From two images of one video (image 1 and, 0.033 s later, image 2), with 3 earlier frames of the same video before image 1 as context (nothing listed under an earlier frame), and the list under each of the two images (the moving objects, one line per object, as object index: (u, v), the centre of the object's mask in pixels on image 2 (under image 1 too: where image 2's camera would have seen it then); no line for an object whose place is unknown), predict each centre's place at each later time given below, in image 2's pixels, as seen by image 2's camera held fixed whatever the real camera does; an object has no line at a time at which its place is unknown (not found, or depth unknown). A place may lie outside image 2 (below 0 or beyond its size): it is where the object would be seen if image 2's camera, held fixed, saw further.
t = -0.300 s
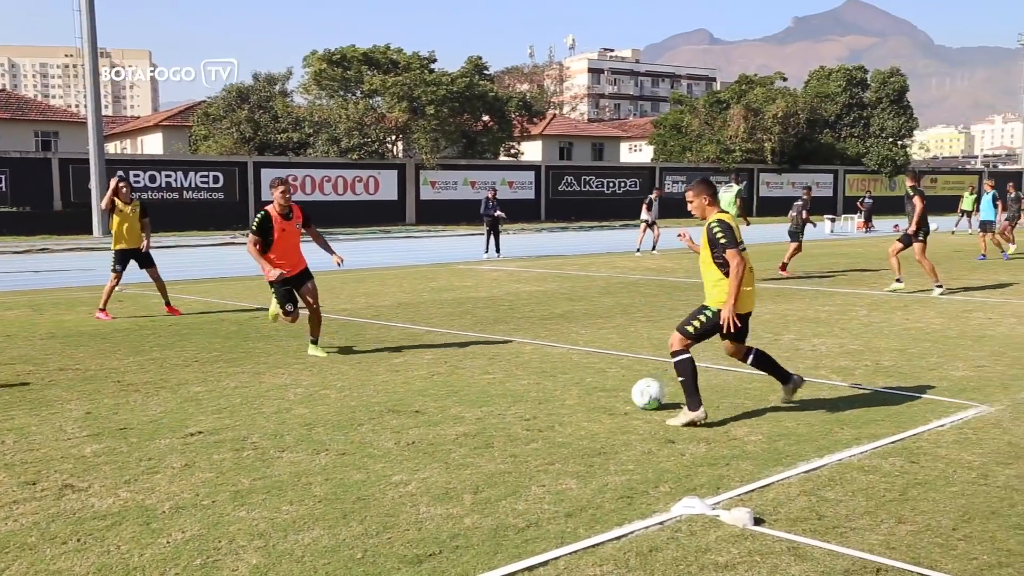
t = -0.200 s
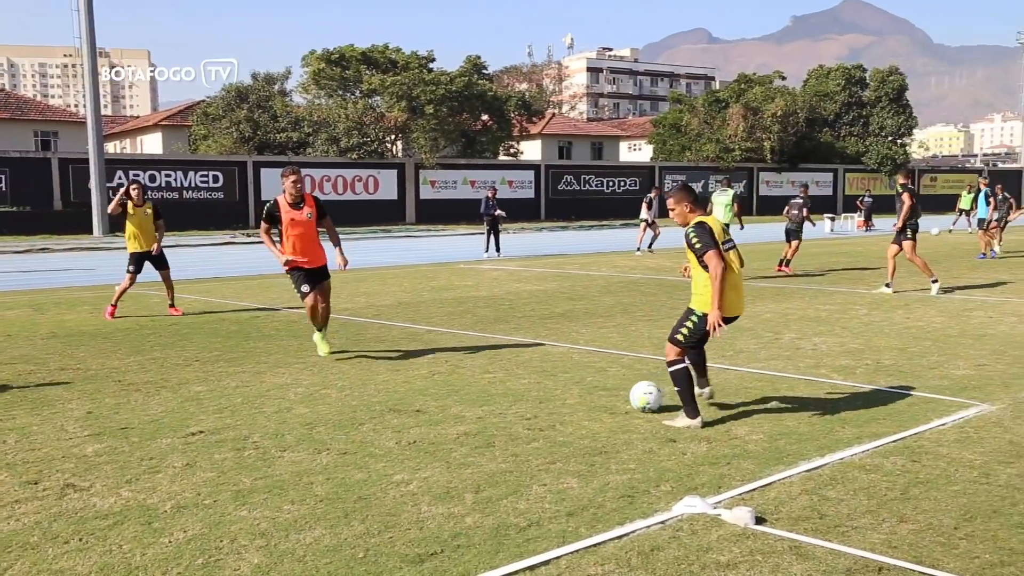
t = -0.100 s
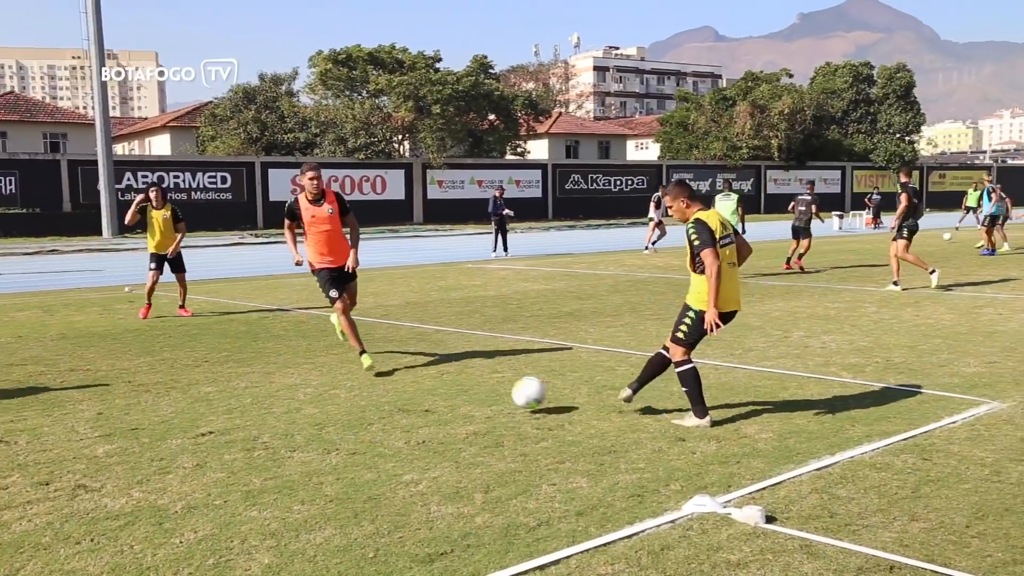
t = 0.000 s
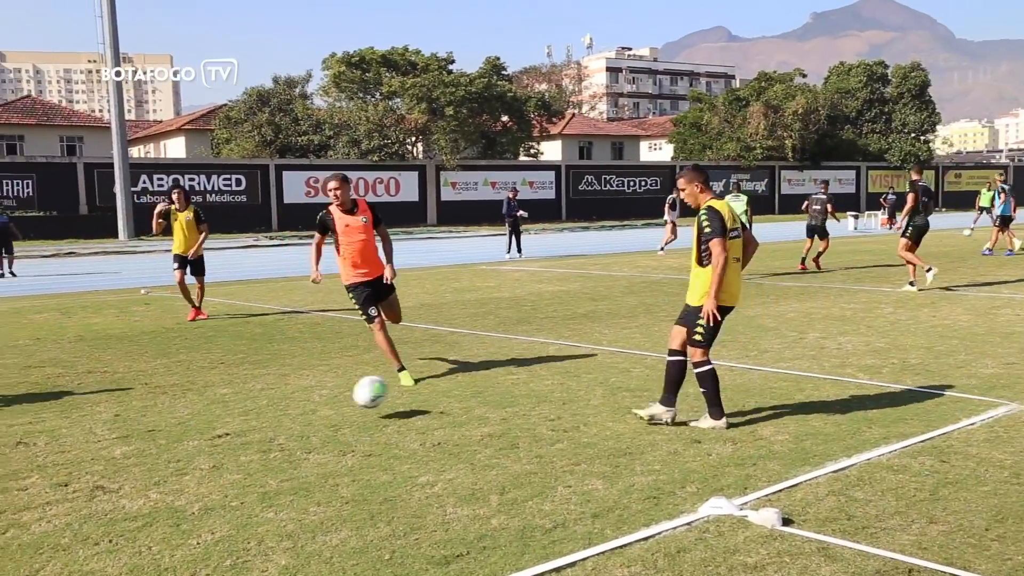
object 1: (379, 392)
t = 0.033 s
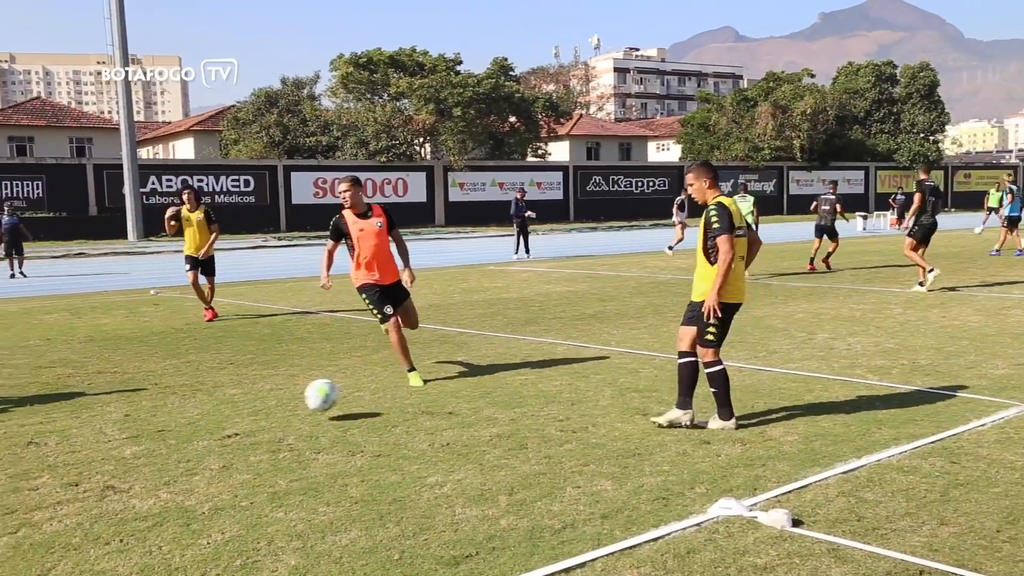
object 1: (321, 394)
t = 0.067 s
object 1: (263, 400)
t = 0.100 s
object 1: (206, 407)
